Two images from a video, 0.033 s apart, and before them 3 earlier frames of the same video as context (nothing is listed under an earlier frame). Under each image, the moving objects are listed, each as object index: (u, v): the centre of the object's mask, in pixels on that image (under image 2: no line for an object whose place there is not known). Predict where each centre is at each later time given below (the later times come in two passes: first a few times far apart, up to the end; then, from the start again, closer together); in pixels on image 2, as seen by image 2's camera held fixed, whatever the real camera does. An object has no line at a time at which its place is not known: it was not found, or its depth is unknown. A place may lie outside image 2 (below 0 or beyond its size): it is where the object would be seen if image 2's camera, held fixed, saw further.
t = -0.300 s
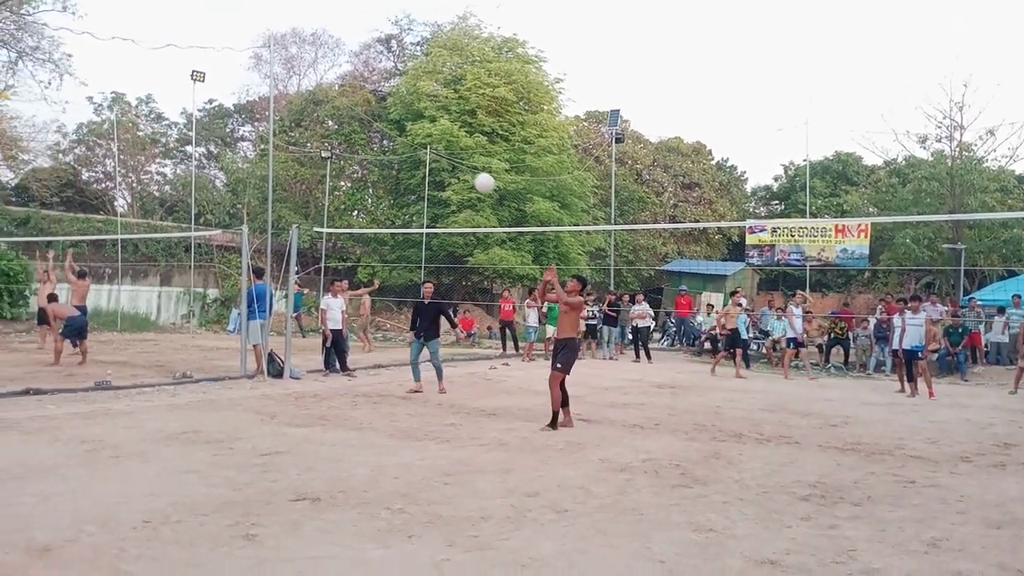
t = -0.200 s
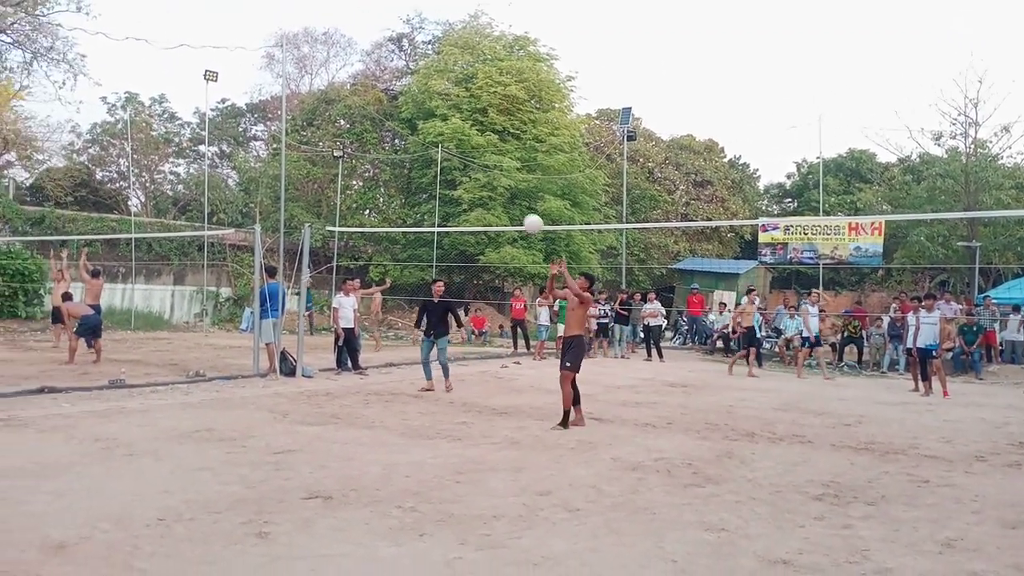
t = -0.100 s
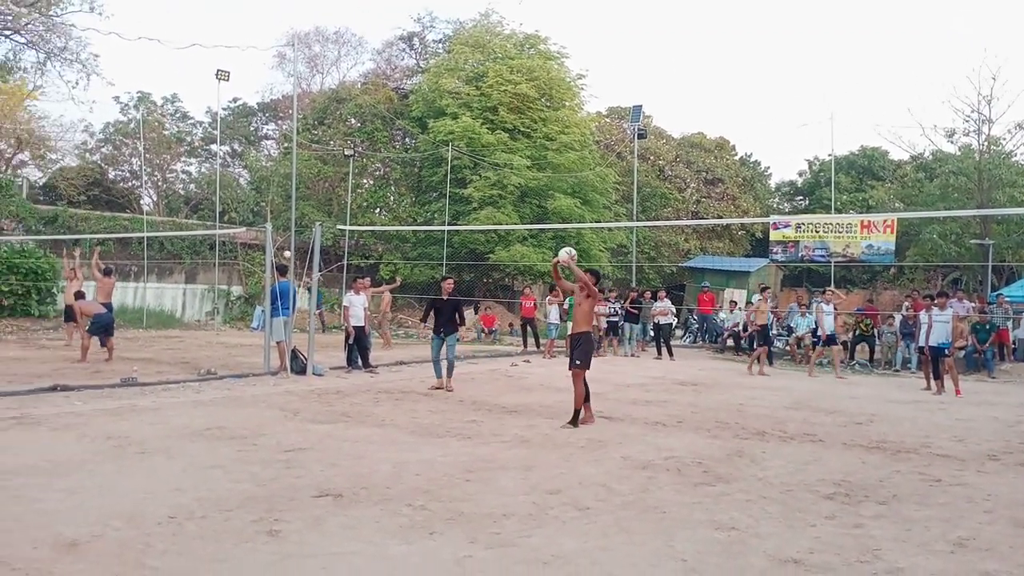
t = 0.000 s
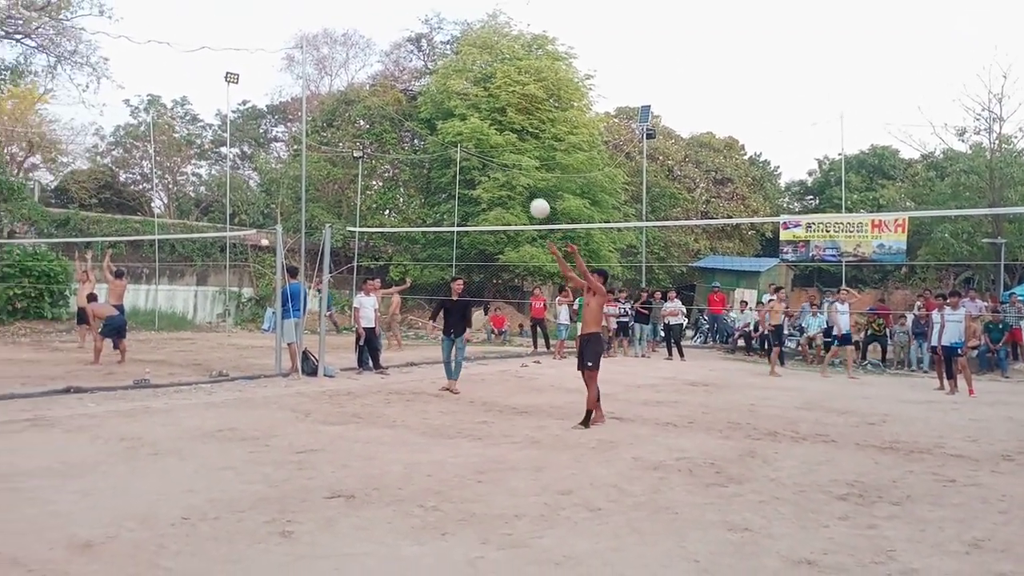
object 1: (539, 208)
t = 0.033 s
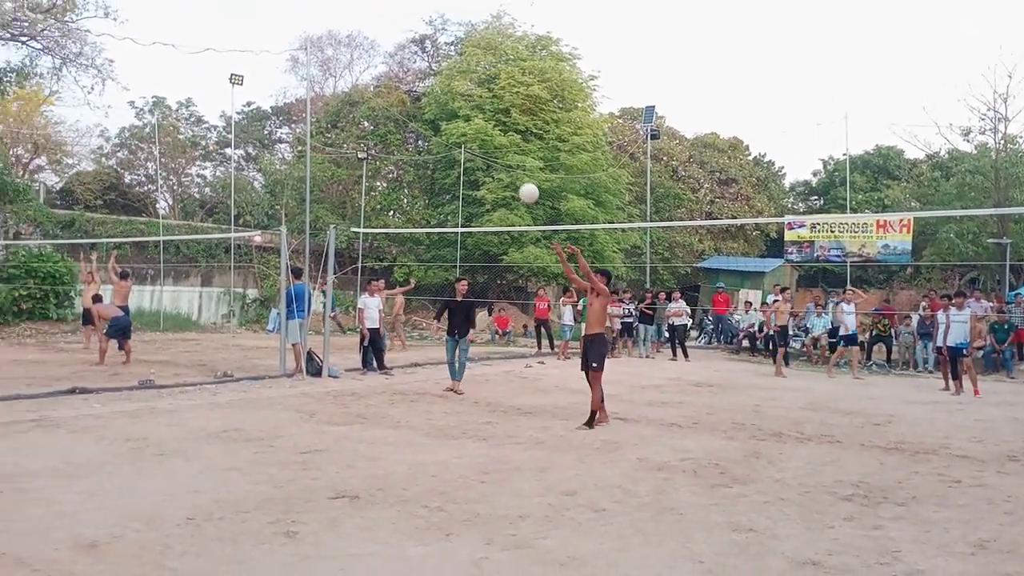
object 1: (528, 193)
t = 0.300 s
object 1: (400, 95)
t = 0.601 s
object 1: (237, 61)
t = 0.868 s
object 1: (79, 106)
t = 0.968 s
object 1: (17, 142)
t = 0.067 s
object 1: (513, 177)
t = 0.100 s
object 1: (498, 163)
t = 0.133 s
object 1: (482, 149)
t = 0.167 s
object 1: (466, 137)
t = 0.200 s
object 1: (450, 125)
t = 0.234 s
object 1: (434, 114)
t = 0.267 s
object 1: (416, 104)
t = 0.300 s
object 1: (400, 95)
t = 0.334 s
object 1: (382, 86)
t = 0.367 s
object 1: (364, 81)
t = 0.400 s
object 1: (347, 74)
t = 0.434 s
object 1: (330, 68)
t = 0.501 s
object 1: (292, 63)
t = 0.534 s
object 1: (275, 60)
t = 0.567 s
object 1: (256, 60)
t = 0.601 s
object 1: (237, 61)
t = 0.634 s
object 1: (218, 61)
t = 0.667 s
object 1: (199, 64)
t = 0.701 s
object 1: (180, 68)
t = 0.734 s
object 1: (160, 73)
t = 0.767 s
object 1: (140, 79)
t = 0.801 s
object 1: (120, 86)
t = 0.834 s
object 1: (100, 94)
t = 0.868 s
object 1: (79, 106)
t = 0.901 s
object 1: (58, 116)
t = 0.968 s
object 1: (17, 142)
